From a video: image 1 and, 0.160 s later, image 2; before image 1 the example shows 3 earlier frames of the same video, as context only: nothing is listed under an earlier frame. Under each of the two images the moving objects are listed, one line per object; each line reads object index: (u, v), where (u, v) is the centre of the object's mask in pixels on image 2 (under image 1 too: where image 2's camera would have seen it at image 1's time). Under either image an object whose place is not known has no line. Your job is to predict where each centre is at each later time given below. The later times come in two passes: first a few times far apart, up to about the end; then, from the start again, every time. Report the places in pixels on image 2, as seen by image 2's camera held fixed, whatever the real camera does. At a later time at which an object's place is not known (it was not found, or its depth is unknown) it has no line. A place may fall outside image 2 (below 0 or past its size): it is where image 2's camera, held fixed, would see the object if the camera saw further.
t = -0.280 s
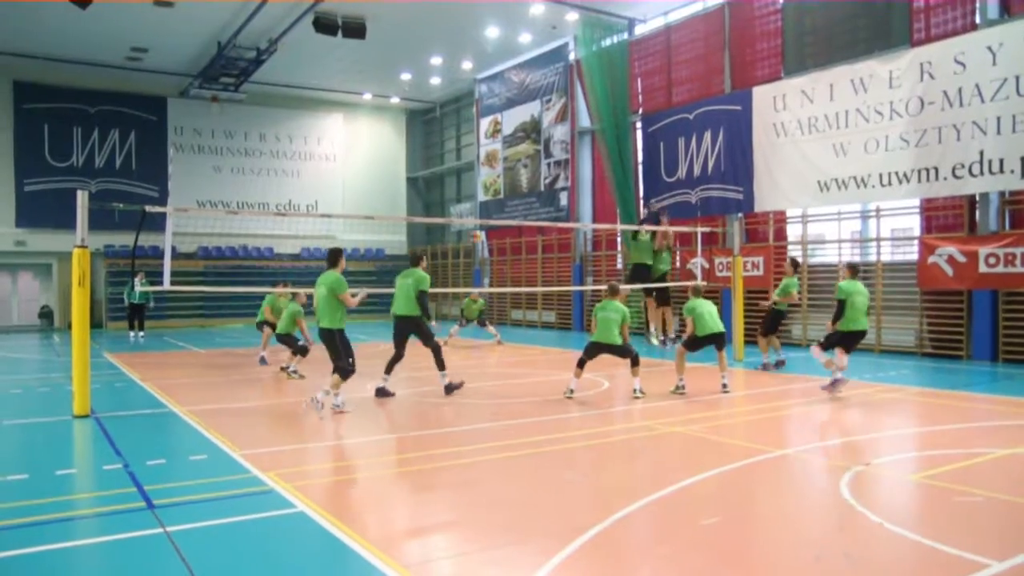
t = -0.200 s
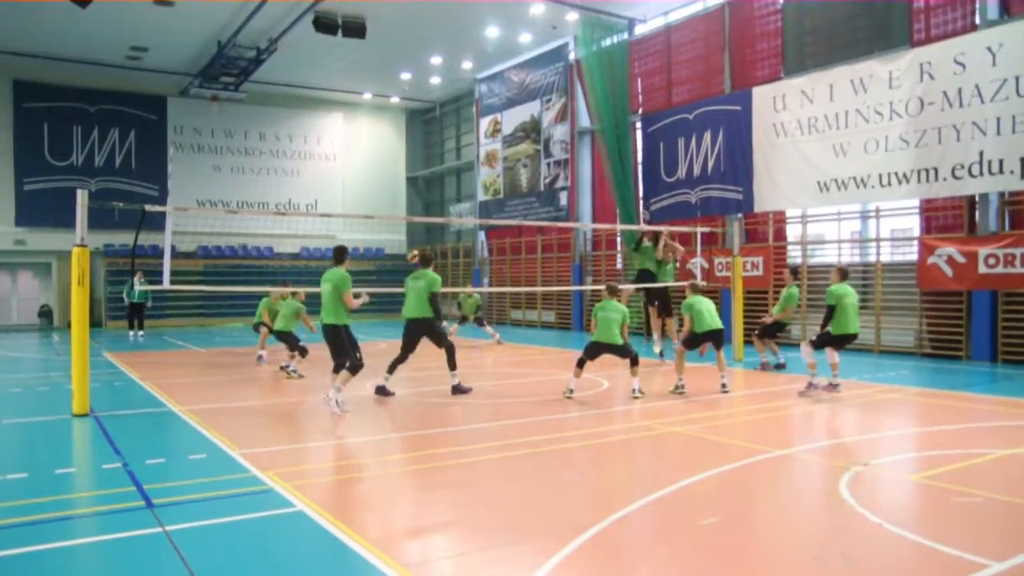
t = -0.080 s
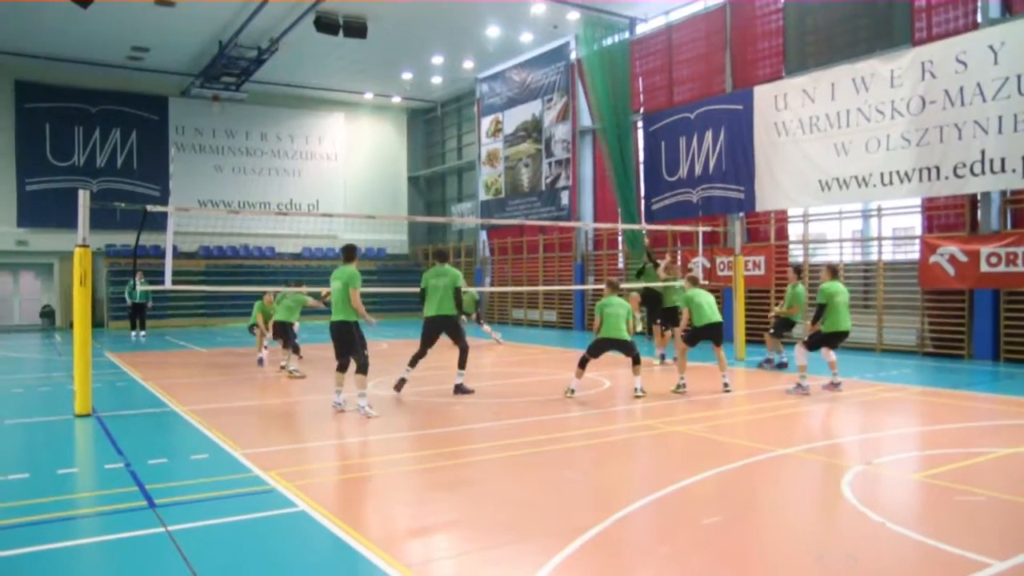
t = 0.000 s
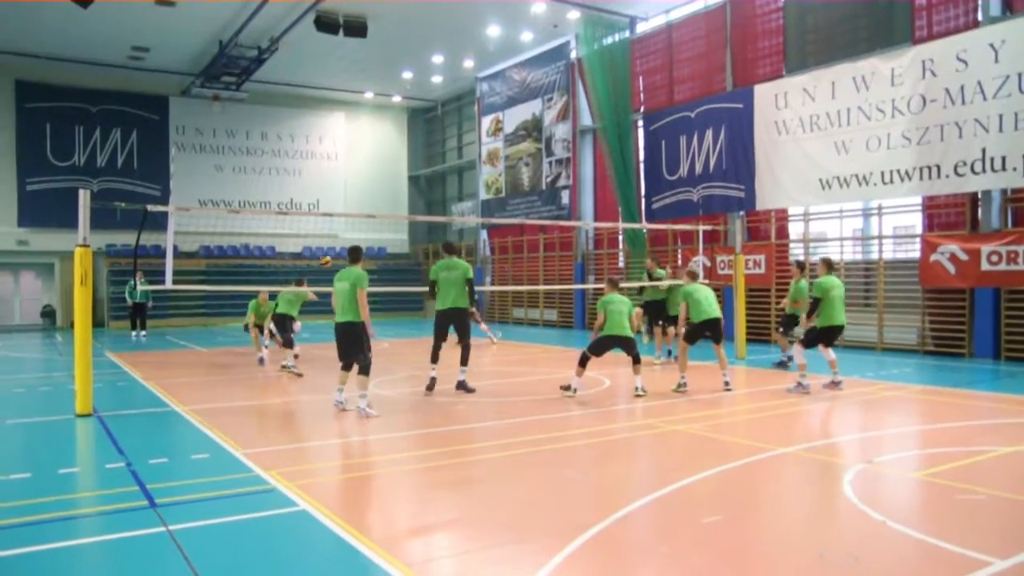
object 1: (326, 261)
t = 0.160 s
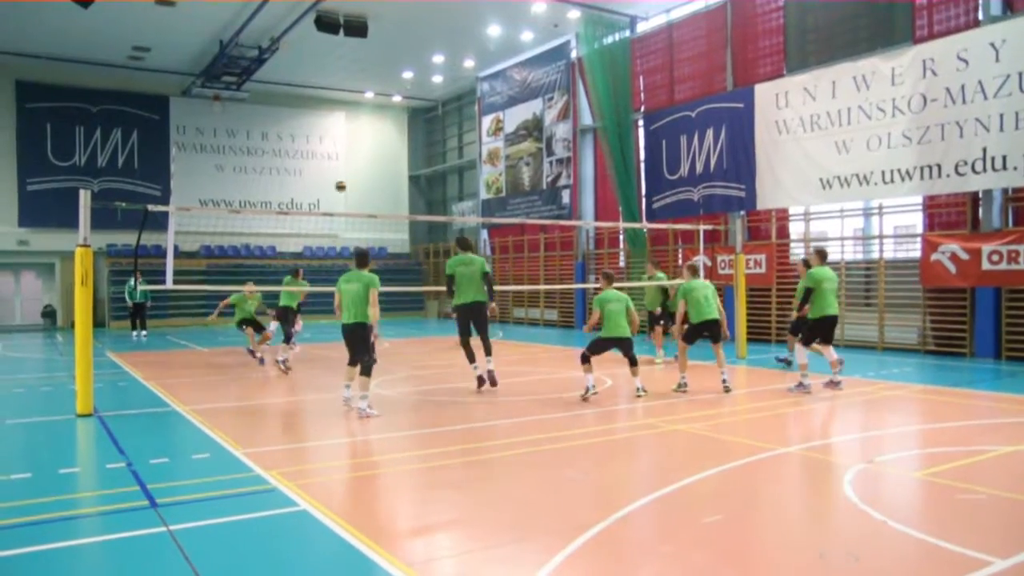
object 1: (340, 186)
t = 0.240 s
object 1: (347, 155)
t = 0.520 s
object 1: (370, 73)
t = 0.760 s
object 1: (388, 41)
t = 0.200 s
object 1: (344, 170)
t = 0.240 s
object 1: (347, 155)
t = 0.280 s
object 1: (350, 141)
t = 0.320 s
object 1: (354, 128)
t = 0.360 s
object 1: (357, 114)
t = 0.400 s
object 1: (360, 104)
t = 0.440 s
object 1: (363, 93)
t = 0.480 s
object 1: (367, 84)
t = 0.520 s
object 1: (370, 73)
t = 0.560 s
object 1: (373, 67)
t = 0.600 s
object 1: (377, 60)
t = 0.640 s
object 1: (378, 53)
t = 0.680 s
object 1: (382, 48)
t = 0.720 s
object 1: (384, 44)
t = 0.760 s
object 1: (388, 41)
